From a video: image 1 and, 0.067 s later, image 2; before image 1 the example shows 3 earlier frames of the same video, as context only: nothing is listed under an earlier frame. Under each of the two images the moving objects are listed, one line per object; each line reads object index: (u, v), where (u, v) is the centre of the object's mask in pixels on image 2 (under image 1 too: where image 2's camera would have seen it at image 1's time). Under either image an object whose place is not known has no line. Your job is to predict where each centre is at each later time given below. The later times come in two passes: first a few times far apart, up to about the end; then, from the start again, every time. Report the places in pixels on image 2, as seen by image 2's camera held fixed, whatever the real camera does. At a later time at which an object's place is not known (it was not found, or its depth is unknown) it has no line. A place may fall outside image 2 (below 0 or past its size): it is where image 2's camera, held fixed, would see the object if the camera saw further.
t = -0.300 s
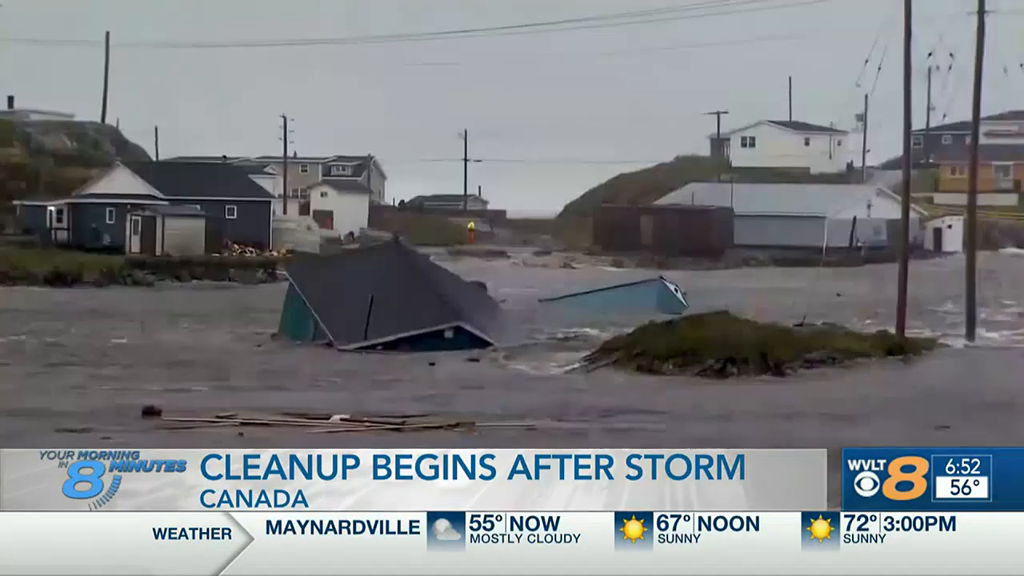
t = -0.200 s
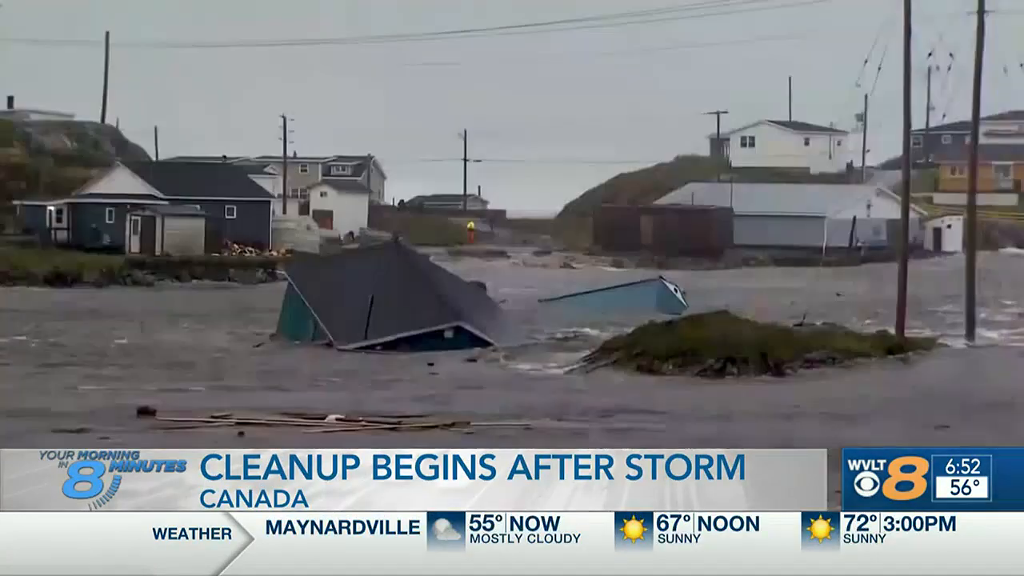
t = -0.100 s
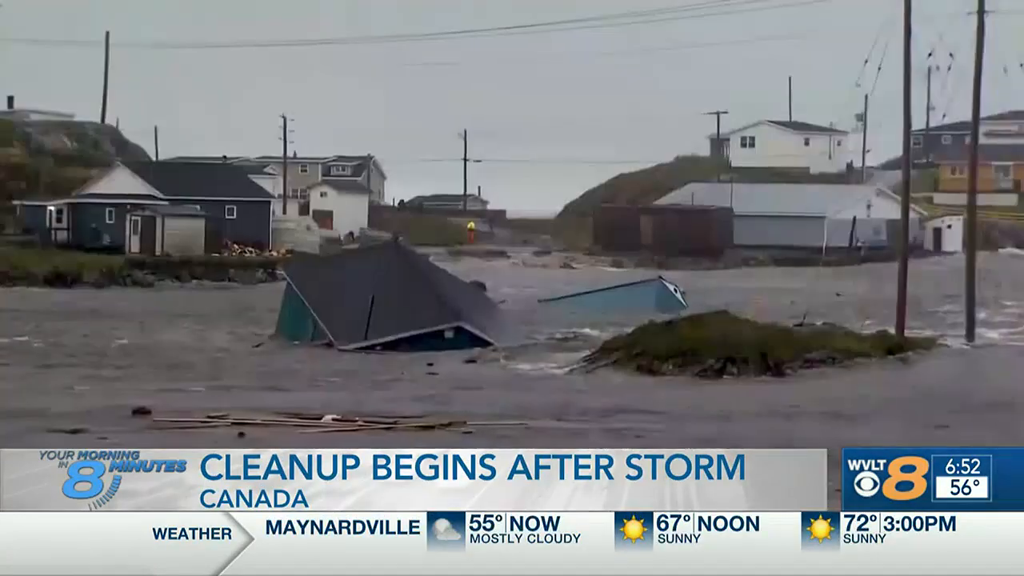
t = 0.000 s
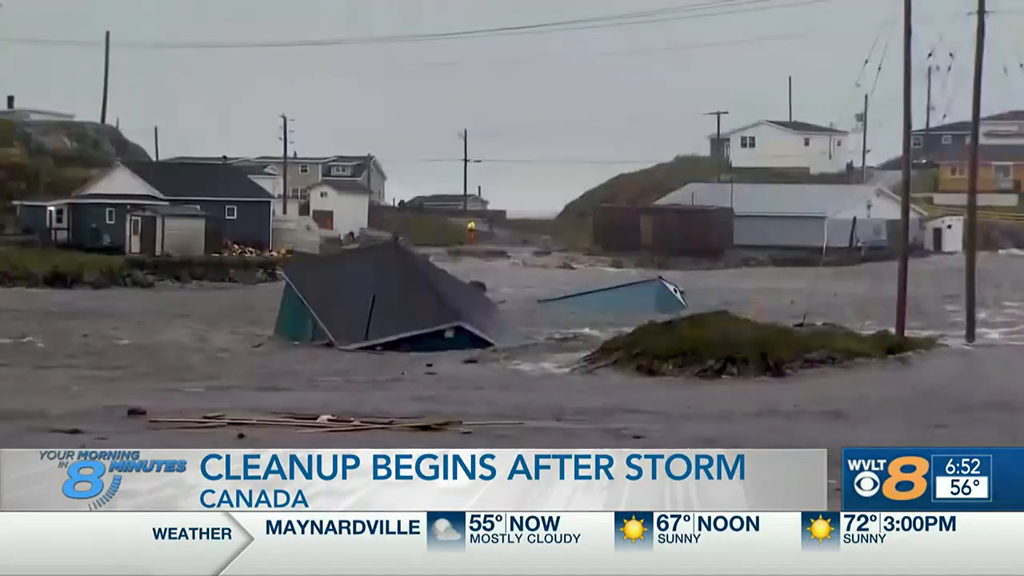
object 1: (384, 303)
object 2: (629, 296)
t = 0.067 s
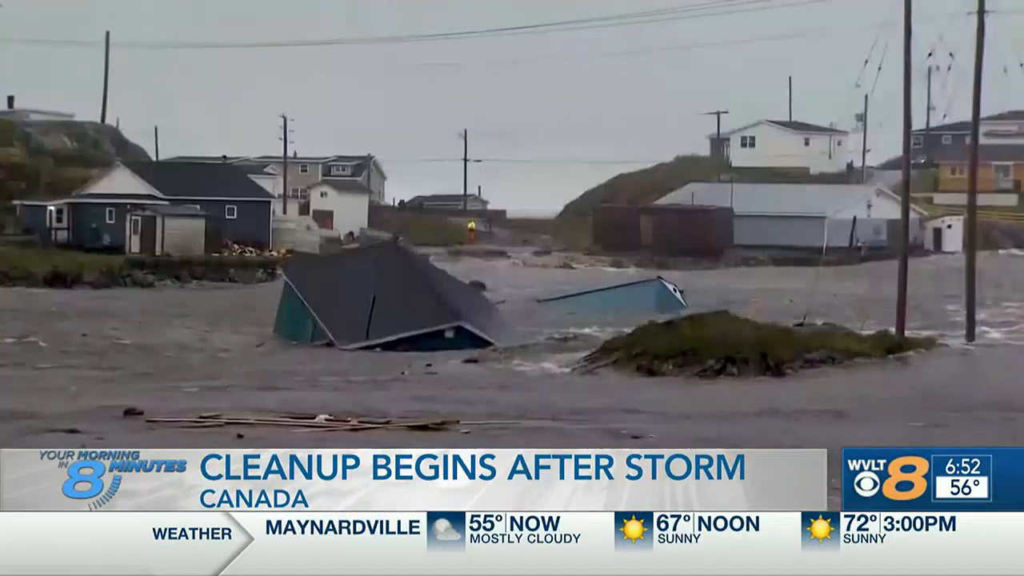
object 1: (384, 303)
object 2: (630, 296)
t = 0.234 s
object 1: (382, 302)
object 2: (626, 296)
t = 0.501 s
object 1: (379, 303)
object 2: (623, 296)
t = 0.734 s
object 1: (375, 302)
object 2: (620, 296)
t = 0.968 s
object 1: (373, 302)
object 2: (618, 296)
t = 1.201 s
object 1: (369, 302)
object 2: (615, 296)
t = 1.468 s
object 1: (364, 301)
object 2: (613, 295)
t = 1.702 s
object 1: (361, 297)
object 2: (611, 292)
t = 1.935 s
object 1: (356, 296)
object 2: (608, 291)
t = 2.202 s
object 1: (353, 294)
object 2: (604, 289)
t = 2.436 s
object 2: (601, 288)
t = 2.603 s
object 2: (600, 287)
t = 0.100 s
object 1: (383, 303)
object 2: (630, 295)
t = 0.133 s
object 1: (383, 303)
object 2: (628, 297)
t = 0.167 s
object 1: (383, 303)
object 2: (628, 297)
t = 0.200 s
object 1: (382, 302)
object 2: (627, 296)
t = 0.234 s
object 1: (382, 302)
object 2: (626, 296)
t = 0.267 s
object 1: (382, 302)
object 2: (626, 296)
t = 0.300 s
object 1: (381, 302)
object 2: (626, 296)
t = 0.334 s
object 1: (381, 302)
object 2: (626, 296)
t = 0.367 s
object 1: (381, 302)
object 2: (626, 296)
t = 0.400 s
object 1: (380, 302)
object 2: (625, 296)
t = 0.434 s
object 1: (380, 302)
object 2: (625, 296)
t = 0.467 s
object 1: (380, 303)
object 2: (624, 296)
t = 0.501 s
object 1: (379, 303)
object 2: (623, 296)
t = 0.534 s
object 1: (379, 303)
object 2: (623, 296)
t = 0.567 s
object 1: (378, 303)
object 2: (622, 296)
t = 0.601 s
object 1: (378, 303)
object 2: (622, 296)
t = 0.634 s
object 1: (377, 303)
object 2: (622, 296)
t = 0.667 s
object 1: (376, 303)
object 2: (622, 296)
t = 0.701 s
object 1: (376, 303)
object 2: (621, 296)
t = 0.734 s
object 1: (375, 302)
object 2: (620, 296)
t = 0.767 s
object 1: (375, 303)
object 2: (620, 296)
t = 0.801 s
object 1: (374, 302)
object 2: (619, 296)
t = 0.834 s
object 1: (374, 302)
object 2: (619, 296)
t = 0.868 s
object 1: (374, 302)
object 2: (619, 296)
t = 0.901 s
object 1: (373, 302)
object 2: (619, 296)
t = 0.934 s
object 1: (373, 302)
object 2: (618, 296)
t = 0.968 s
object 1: (373, 302)
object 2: (618, 296)
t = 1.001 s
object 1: (372, 302)
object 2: (618, 296)
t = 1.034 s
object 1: (371, 302)
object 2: (617, 296)
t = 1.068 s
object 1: (371, 302)
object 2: (616, 296)
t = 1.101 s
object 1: (370, 302)
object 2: (616, 296)
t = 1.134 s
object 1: (370, 302)
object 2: (615, 296)
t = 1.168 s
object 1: (369, 302)
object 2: (615, 296)
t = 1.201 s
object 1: (369, 302)
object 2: (615, 296)
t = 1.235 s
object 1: (369, 302)
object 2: (615, 296)
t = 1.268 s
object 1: (368, 302)
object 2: (615, 296)
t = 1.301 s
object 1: (367, 302)
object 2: (614, 296)
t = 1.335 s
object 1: (366, 301)
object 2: (614, 296)
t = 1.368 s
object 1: (366, 301)
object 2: (613, 295)
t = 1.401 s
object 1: (366, 301)
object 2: (613, 295)
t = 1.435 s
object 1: (365, 301)
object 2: (612, 295)
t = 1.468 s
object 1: (364, 301)
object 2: (613, 295)
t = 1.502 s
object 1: (364, 301)
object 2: (613, 295)
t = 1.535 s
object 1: (364, 300)
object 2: (612, 295)
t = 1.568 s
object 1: (363, 300)
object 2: (612, 295)
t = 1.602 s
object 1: (363, 300)
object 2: (611, 294)
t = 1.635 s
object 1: (363, 299)
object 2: (611, 294)
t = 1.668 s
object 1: (362, 298)
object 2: (611, 293)
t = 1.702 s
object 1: (361, 297)
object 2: (611, 292)
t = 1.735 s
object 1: (361, 297)
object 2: (611, 292)
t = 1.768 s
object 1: (360, 297)
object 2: (611, 292)
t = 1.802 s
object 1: (359, 297)
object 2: (609, 292)
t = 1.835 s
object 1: (358, 297)
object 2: (610, 291)
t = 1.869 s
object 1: (358, 296)
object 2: (609, 291)
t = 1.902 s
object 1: (357, 296)
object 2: (609, 291)
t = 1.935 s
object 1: (356, 296)
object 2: (608, 291)
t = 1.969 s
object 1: (356, 296)
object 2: (607, 290)
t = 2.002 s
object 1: (355, 295)
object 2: (607, 290)
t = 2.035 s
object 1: (355, 295)
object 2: (606, 290)
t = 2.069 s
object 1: (354, 295)
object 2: (606, 290)
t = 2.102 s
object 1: (354, 294)
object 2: (605, 290)
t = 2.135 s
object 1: (354, 294)
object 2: (605, 289)
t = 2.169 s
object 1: (353, 294)
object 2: (605, 289)
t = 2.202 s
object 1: (353, 294)
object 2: (604, 289)
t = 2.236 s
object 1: (352, 293)
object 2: (603, 289)
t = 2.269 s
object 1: (352, 293)
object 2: (603, 289)
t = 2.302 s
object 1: (352, 293)
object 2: (603, 289)
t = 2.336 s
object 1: (352, 292)
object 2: (602, 289)
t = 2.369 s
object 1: (351, 292)
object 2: (602, 288)
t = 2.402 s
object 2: (601, 288)
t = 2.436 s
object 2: (601, 288)
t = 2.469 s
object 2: (601, 288)
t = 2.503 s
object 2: (600, 288)
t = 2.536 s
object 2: (600, 288)
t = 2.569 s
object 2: (600, 288)
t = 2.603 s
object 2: (600, 287)
